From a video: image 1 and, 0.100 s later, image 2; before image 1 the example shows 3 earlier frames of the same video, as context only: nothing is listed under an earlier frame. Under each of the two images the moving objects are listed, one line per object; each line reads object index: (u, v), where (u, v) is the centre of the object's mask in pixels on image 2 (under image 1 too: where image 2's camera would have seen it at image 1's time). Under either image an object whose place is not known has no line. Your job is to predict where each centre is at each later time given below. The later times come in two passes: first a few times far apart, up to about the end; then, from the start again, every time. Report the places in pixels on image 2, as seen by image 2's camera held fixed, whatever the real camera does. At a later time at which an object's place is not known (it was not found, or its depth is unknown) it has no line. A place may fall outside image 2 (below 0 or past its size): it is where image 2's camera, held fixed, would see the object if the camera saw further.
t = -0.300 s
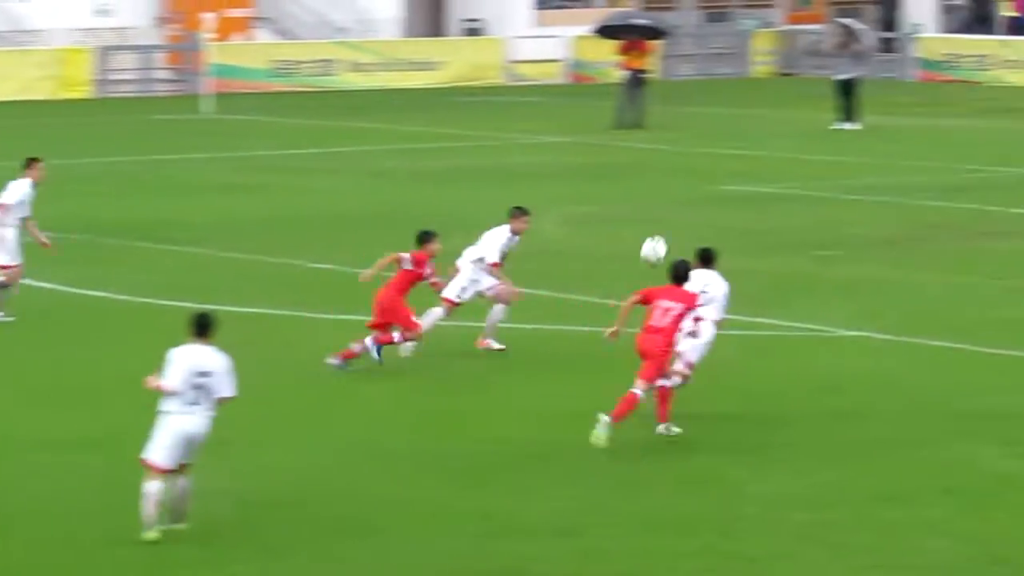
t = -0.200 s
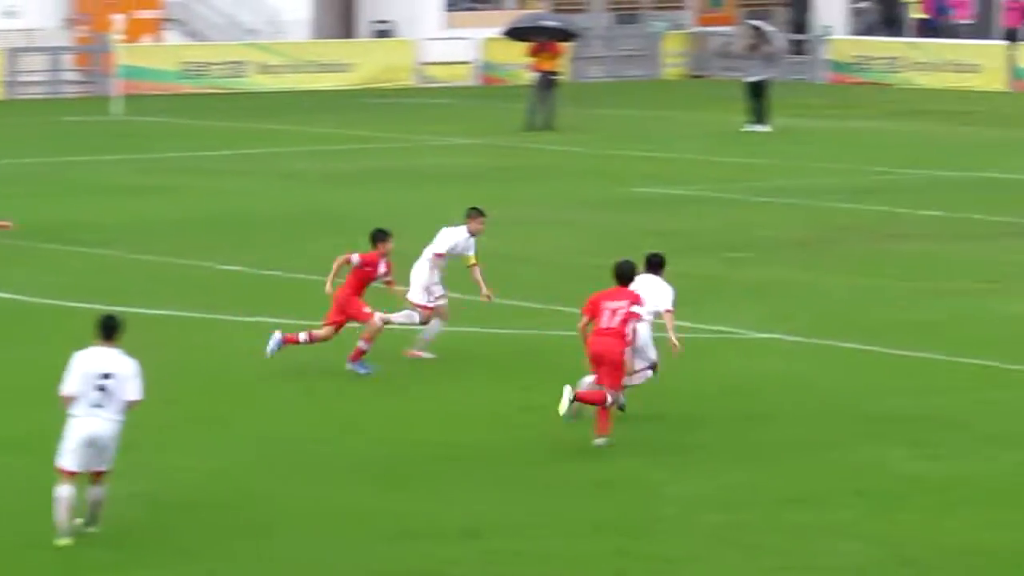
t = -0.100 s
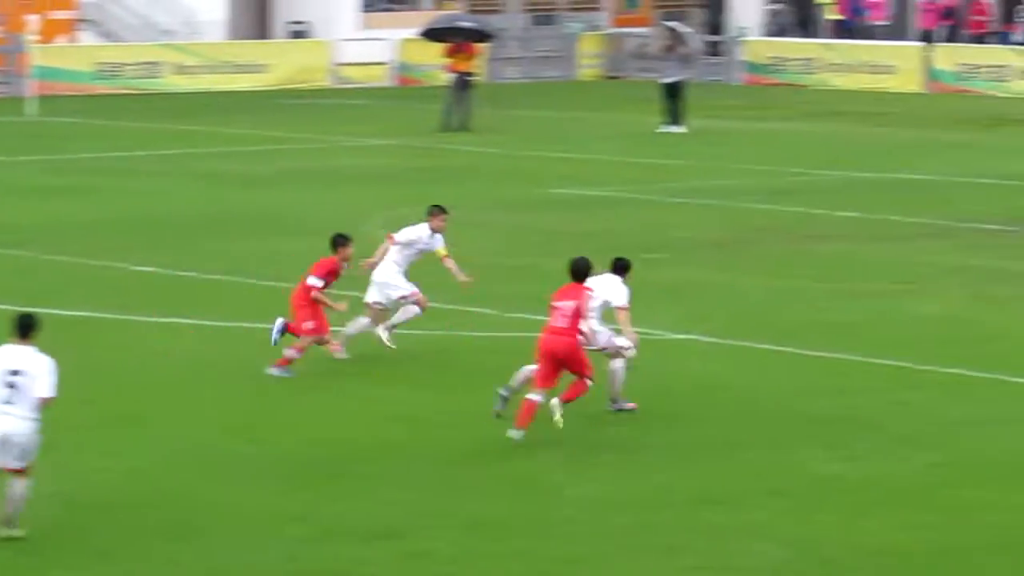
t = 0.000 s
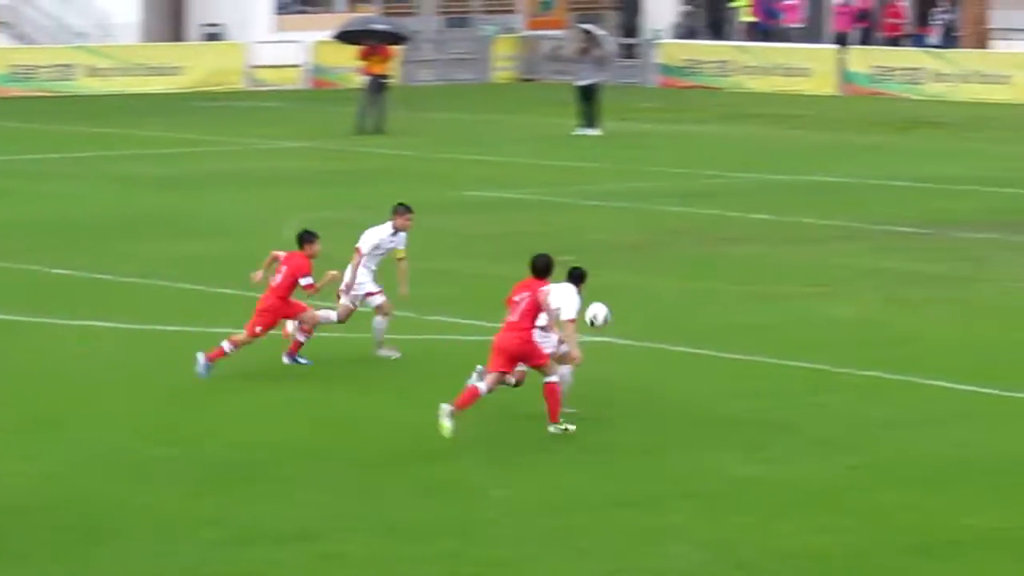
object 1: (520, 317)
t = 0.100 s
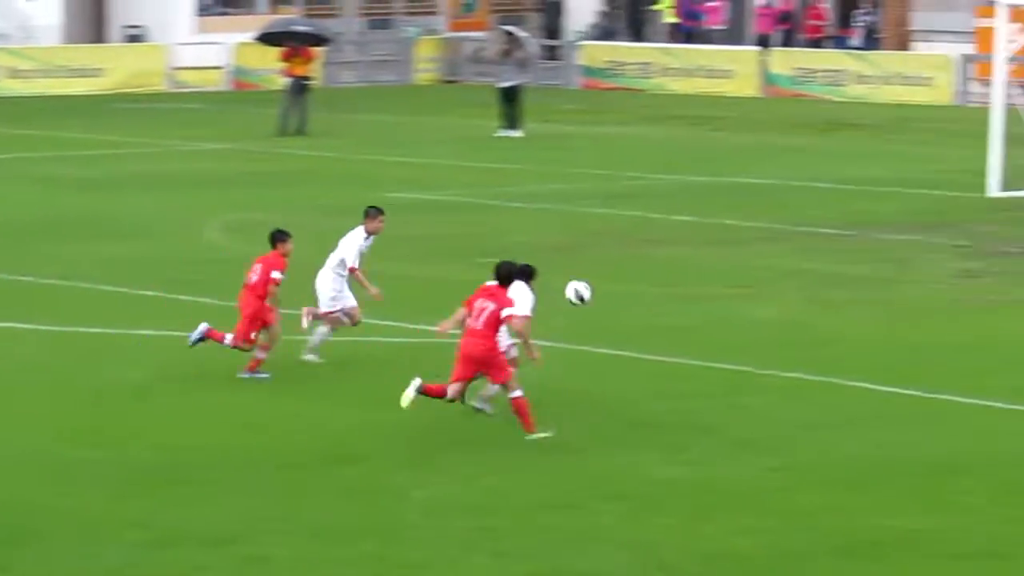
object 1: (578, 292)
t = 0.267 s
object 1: (673, 277)
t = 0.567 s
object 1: (837, 324)
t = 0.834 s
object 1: (965, 345)
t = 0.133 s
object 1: (597, 287)
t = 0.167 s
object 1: (616, 282)
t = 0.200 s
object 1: (635, 280)
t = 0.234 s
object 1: (654, 278)
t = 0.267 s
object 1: (673, 277)
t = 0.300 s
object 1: (691, 278)
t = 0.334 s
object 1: (710, 279)
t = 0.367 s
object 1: (729, 282)
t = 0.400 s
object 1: (747, 286)
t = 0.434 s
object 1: (765, 291)
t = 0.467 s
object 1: (783, 297)
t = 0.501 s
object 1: (800, 305)
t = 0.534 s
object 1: (819, 314)
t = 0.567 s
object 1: (837, 324)
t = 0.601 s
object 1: (854, 335)
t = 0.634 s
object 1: (872, 347)
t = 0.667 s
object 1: (889, 358)
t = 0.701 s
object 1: (904, 354)
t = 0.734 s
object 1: (919, 350)
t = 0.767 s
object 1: (934, 347)
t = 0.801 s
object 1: (949, 345)
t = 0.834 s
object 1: (965, 345)
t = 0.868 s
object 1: (979, 346)
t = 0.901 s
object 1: (994, 348)
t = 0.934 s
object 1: (1009, 350)
